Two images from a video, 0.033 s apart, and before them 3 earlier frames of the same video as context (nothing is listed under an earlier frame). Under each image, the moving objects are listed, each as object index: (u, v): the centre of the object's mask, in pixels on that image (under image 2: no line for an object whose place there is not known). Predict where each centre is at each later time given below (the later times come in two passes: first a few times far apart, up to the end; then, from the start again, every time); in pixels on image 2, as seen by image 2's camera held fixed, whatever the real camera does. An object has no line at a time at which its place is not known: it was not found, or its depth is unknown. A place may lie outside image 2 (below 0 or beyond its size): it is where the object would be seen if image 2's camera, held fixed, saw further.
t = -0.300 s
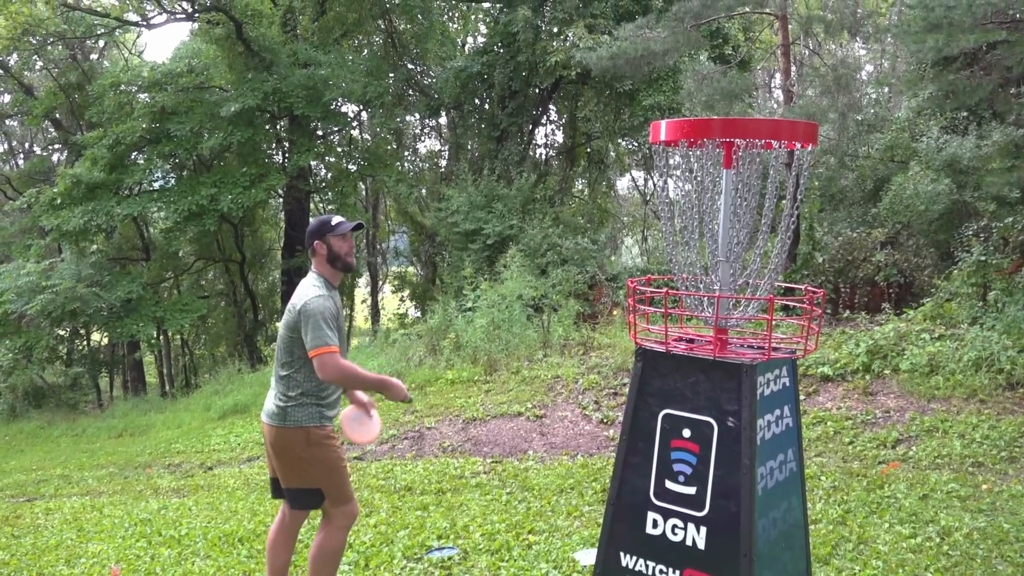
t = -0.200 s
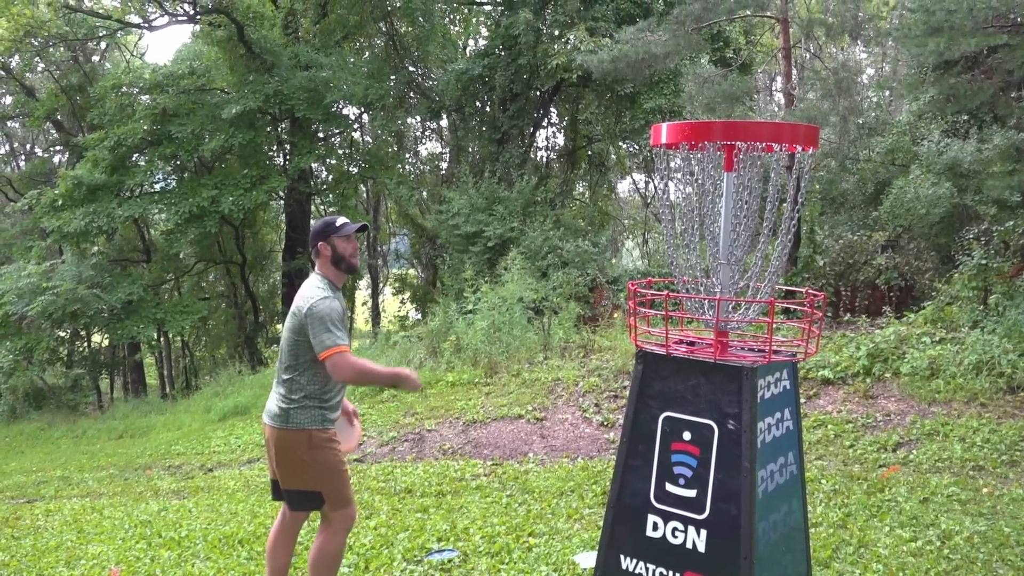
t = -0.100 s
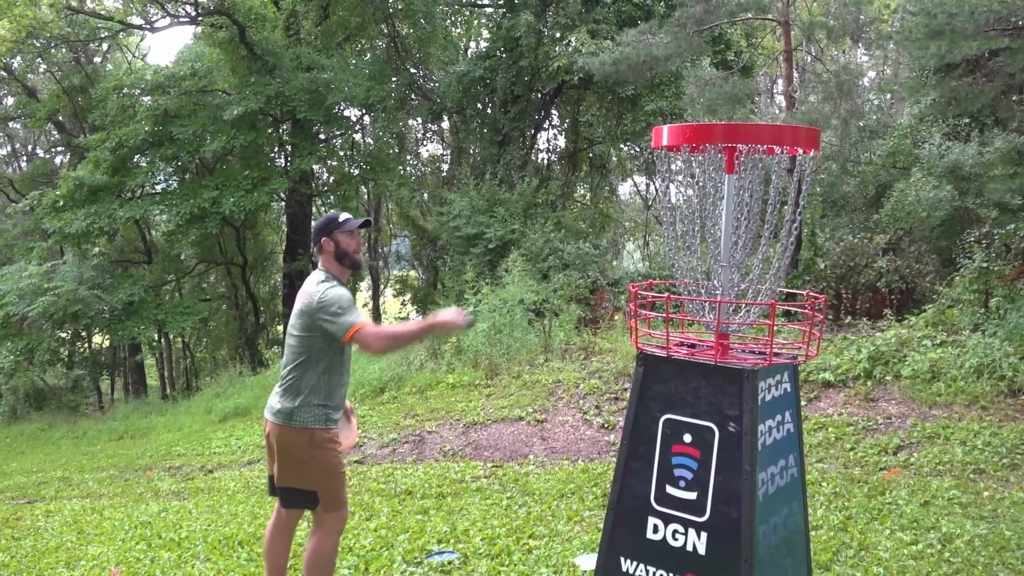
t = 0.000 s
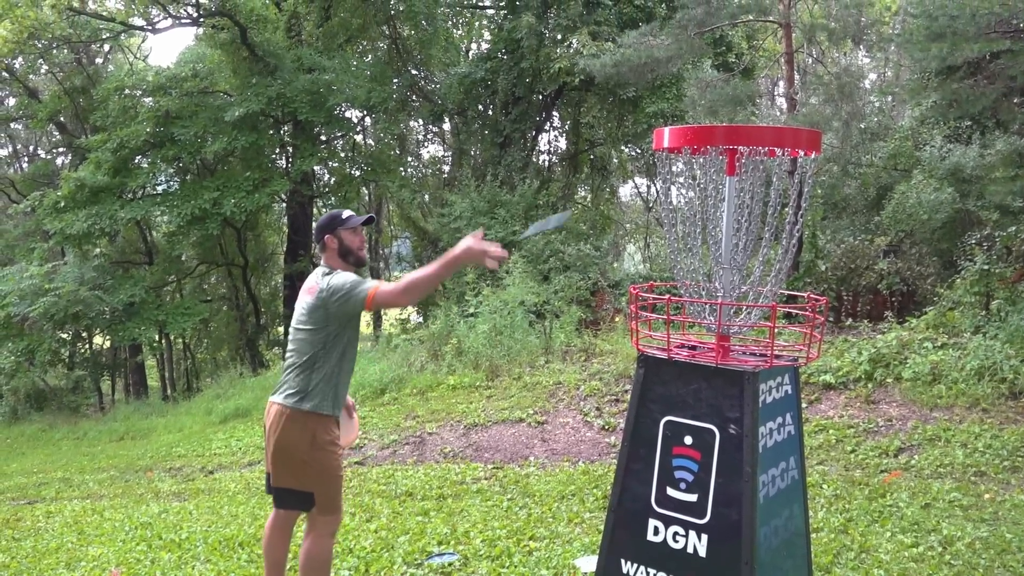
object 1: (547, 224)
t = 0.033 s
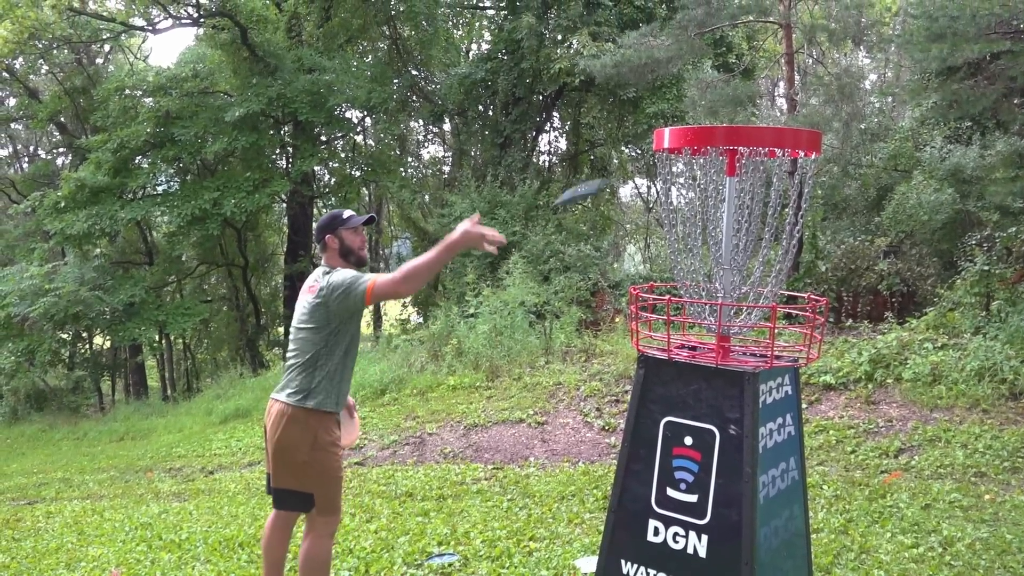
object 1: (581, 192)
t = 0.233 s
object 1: (599, 68)
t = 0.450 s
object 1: (545, 61)
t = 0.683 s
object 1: (498, 166)
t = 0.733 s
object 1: (488, 203)
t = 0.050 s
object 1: (598, 177)
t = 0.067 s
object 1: (615, 162)
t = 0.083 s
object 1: (632, 147)
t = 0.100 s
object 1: (634, 133)
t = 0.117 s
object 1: (628, 121)
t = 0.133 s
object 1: (624, 110)
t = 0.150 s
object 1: (620, 101)
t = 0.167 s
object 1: (614, 92)
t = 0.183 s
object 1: (610, 85)
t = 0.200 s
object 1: (607, 79)
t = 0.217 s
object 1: (601, 72)
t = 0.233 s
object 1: (599, 68)
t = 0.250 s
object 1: (593, 61)
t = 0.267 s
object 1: (590, 57)
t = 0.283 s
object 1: (585, 53)
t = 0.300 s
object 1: (581, 51)
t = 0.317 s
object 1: (577, 50)
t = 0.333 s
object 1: (573, 49)
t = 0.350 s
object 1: (568, 49)
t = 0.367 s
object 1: (563, 49)
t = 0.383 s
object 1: (559, 50)
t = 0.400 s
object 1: (556, 53)
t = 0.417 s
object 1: (553, 55)
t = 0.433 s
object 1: (548, 57)
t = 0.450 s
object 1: (545, 61)
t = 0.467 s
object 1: (541, 66)
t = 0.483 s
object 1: (538, 69)
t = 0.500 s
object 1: (534, 74)
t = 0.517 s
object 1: (529, 80)
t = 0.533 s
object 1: (526, 86)
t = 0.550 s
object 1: (521, 93)
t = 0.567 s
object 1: (520, 102)
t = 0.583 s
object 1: (518, 111)
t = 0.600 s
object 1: (513, 119)
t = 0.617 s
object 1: (509, 128)
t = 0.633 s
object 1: (506, 136)
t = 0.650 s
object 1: (504, 146)
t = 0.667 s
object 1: (501, 156)
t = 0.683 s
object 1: (498, 166)
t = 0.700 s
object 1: (493, 178)
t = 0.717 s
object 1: (490, 190)
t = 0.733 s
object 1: (488, 203)
